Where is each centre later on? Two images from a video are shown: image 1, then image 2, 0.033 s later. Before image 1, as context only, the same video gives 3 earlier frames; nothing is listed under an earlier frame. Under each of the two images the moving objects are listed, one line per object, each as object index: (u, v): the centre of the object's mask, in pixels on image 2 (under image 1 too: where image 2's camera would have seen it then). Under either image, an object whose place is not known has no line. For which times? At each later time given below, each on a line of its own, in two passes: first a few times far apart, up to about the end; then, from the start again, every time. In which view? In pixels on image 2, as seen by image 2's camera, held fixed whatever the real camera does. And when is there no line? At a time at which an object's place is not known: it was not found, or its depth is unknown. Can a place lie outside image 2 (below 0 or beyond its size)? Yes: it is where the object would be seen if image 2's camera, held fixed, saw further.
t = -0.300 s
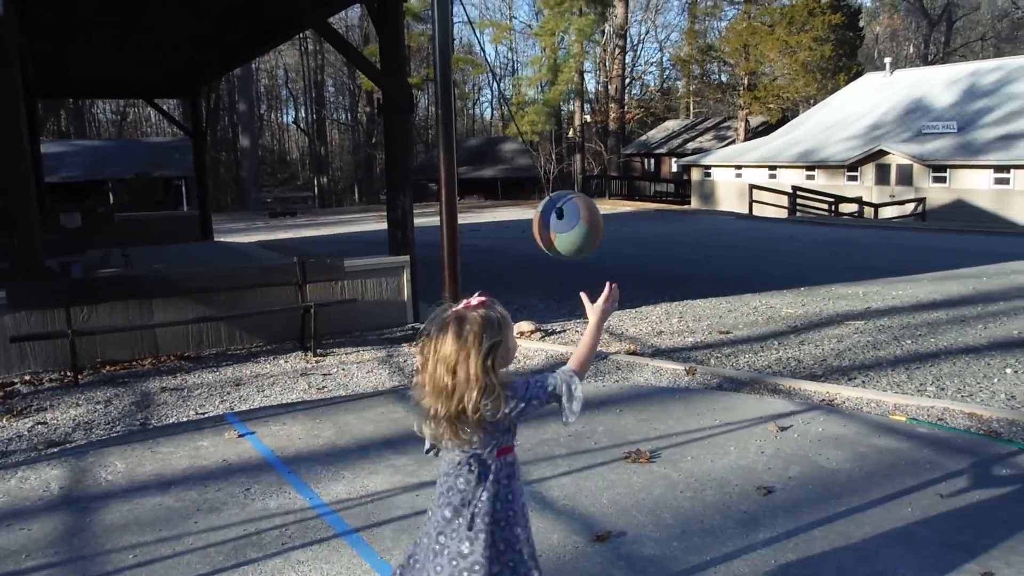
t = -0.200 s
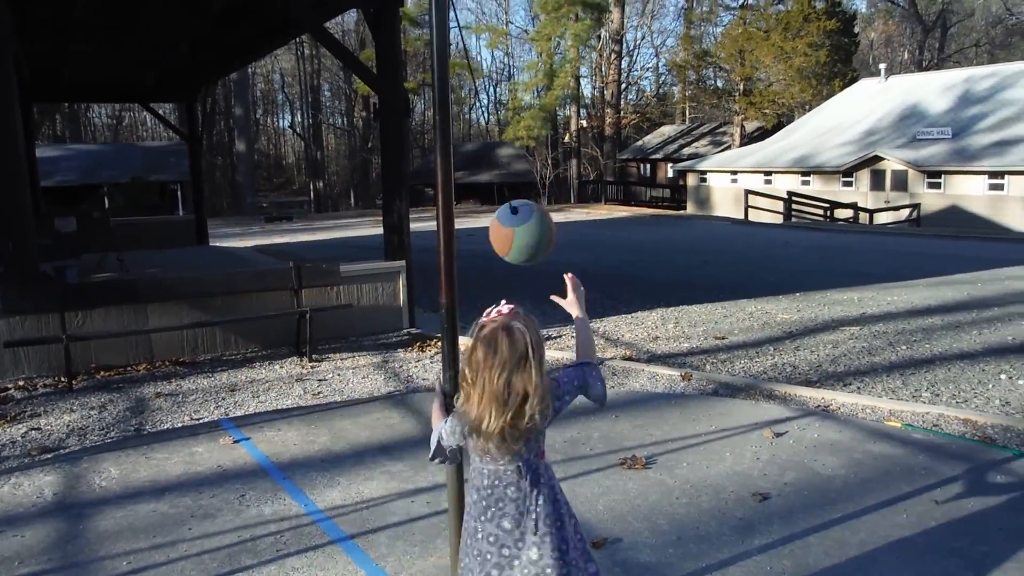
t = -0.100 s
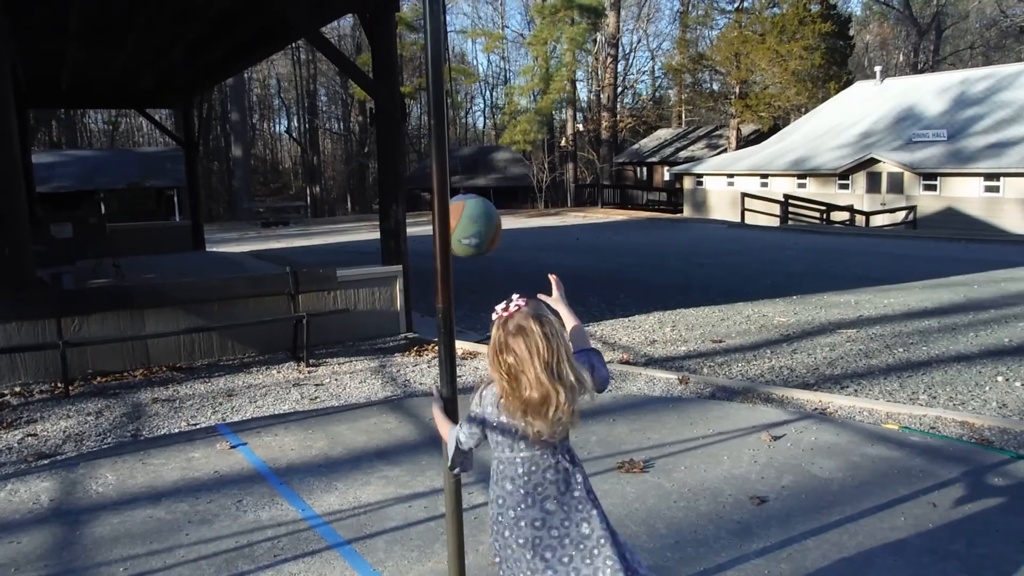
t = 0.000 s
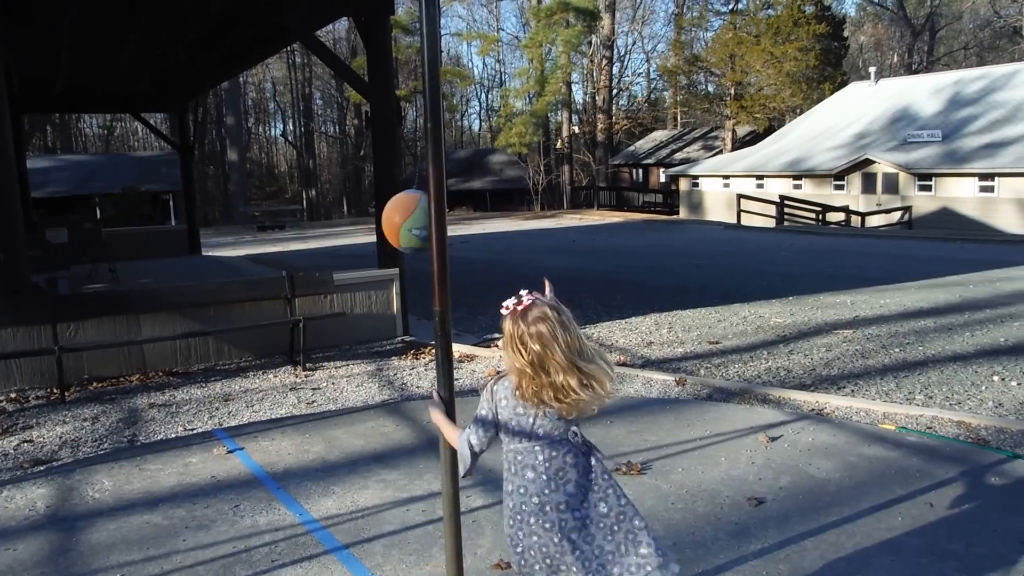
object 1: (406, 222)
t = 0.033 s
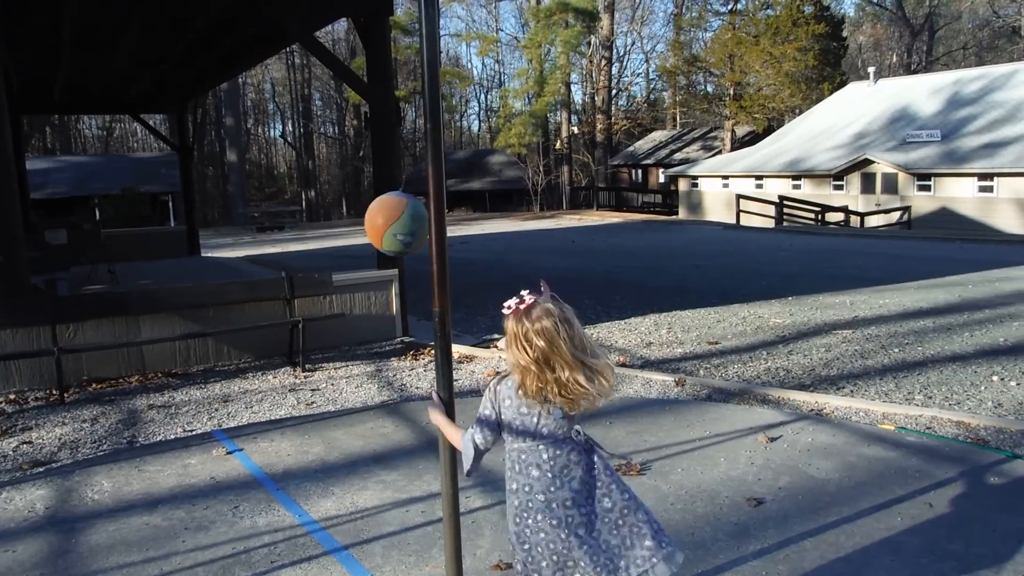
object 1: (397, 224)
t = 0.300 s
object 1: (305, 235)
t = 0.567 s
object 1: (350, 263)
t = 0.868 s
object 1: (533, 239)
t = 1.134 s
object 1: (548, 225)
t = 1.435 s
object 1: (406, 243)
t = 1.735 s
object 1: (338, 238)
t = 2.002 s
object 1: (457, 252)
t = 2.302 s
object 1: (470, 221)
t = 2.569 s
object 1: (405, 228)
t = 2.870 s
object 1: (418, 230)
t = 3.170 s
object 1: (479, 241)
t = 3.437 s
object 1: (455, 258)
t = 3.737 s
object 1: (359, 258)
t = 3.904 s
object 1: (373, 250)
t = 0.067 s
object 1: (381, 226)
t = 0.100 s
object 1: (367, 229)
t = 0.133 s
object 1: (353, 229)
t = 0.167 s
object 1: (341, 229)
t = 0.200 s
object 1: (330, 228)
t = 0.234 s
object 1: (321, 228)
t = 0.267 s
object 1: (312, 231)
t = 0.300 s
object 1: (305, 235)
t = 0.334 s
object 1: (300, 241)
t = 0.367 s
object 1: (296, 250)
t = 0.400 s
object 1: (295, 257)
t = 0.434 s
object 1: (299, 261)
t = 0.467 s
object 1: (307, 262)
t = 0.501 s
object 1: (319, 262)
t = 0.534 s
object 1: (334, 261)
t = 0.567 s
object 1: (350, 263)
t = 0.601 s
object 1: (370, 266)
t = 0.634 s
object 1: (390, 269)
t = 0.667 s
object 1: (411, 270)
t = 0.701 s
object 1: (433, 267)
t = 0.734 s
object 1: (455, 260)
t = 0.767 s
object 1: (476, 252)
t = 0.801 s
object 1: (497, 245)
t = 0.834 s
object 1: (516, 241)
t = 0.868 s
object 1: (533, 239)
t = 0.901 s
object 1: (548, 238)
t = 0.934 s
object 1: (559, 236)
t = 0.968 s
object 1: (565, 233)
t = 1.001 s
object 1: (566, 228)
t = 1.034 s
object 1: (564, 224)
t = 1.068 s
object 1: (560, 223)
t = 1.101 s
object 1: (554, 223)
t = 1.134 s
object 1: (548, 225)
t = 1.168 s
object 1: (539, 230)
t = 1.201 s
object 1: (528, 234)
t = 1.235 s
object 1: (515, 237)
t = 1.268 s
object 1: (501, 238)
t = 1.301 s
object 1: (484, 238)
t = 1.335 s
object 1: (470, 238)
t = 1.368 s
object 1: (452, 239)
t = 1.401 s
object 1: (427, 241)
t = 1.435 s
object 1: (406, 243)
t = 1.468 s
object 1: (395, 243)
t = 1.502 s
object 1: (381, 241)
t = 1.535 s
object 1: (368, 237)
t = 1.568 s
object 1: (358, 234)
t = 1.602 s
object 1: (349, 232)
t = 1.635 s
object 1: (341, 233)
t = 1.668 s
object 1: (336, 234)
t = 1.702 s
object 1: (335, 237)
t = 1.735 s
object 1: (338, 238)
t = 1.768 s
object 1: (346, 238)
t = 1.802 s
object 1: (358, 237)
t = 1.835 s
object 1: (372, 239)
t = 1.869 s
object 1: (389, 241)
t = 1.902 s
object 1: (406, 245)
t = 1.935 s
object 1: (424, 250)
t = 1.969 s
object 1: (442, 252)
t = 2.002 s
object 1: (457, 252)
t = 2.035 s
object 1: (470, 249)
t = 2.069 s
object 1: (481, 245)
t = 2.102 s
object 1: (488, 241)
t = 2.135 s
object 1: (492, 238)
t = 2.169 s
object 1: (492, 234)
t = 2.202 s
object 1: (488, 228)
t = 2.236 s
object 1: (481, 224)
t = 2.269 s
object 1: (476, 221)
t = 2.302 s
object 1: (470, 221)
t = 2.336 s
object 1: (466, 223)
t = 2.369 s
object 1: (450, 227)
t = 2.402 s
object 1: (445, 231)
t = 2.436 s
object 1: (428, 229)
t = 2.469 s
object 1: (420, 227)
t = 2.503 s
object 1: (409, 227)
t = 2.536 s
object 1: (407, 228)
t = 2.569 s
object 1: (405, 228)
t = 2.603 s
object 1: (404, 225)
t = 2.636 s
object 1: (403, 225)
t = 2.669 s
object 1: (404, 227)
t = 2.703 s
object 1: (404, 227)
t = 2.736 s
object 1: (405, 227)
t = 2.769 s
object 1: (406, 228)
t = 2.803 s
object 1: (407, 229)
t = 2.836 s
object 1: (408, 230)
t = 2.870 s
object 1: (418, 230)
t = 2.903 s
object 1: (424, 231)
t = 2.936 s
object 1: (428, 232)
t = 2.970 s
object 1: (445, 234)
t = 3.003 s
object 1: (449, 235)
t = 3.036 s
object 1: (465, 236)
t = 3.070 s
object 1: (468, 237)
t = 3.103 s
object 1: (472, 238)
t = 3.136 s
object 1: (475, 239)
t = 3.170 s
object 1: (479, 241)
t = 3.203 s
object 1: (482, 243)
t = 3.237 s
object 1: (484, 245)
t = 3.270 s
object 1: (484, 247)
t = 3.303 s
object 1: (483, 249)
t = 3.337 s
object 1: (480, 252)
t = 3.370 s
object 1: (474, 254)
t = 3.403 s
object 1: (466, 256)
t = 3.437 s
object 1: (455, 258)
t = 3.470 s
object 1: (443, 260)
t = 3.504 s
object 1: (430, 261)
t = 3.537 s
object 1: (417, 262)
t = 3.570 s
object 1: (404, 263)
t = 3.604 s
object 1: (393, 263)
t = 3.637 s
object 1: (383, 262)
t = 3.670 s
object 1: (374, 261)
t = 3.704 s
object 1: (365, 259)
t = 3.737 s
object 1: (359, 258)
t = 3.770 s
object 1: (353, 255)
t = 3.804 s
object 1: (355, 255)
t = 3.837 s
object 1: (363, 255)
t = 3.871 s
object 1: (367, 253)
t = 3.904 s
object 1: (373, 250)
